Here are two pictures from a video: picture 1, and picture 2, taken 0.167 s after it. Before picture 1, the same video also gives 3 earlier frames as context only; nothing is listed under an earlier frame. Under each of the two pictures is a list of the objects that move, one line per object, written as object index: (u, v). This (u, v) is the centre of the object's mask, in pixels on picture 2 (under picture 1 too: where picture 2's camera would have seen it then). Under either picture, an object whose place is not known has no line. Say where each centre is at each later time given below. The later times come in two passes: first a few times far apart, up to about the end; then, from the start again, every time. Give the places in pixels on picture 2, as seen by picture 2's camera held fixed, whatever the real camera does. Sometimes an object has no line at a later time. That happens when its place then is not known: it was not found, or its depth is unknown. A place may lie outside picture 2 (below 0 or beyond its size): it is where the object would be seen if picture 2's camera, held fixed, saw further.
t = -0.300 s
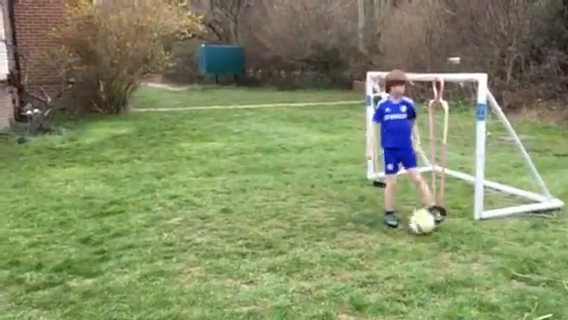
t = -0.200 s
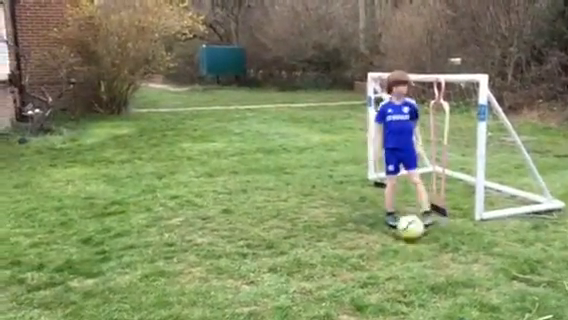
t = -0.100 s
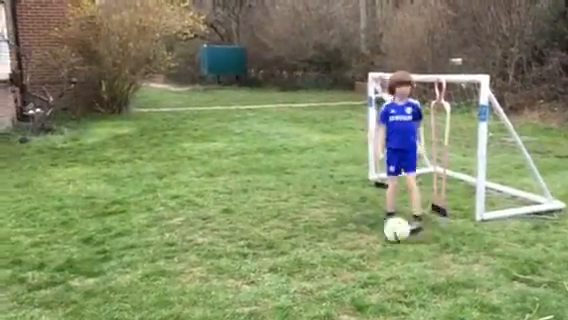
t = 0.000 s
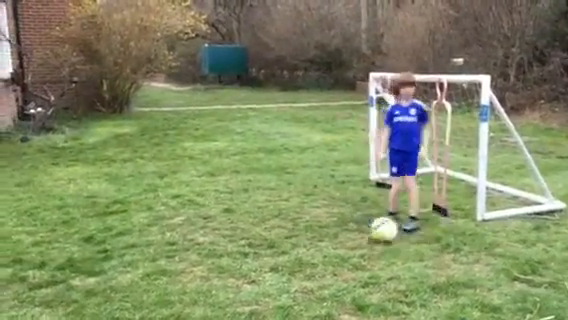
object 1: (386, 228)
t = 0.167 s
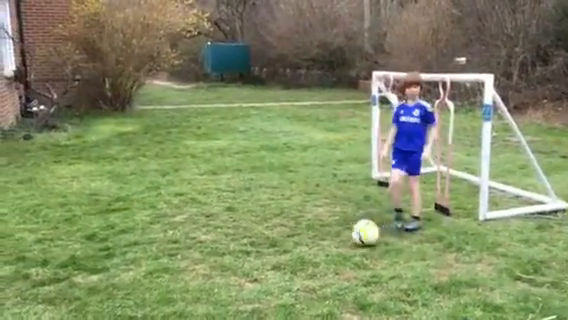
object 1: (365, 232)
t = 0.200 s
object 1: (361, 232)
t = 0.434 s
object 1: (333, 238)
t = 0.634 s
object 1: (311, 241)
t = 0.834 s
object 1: (292, 244)
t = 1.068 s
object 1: (269, 246)
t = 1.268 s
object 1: (255, 246)
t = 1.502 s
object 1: (238, 245)
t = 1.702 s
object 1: (229, 245)
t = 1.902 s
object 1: (223, 245)
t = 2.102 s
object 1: (221, 245)
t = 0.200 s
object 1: (361, 232)
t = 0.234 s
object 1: (358, 232)
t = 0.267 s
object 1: (353, 234)
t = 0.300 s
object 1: (350, 235)
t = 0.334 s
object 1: (346, 236)
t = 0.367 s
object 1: (342, 237)
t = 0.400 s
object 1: (338, 238)
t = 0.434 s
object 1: (333, 238)
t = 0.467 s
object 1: (330, 238)
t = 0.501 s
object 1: (326, 239)
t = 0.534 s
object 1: (322, 240)
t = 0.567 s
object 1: (318, 239)
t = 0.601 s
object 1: (314, 240)
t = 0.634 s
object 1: (311, 241)
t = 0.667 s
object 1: (307, 242)
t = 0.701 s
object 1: (304, 242)
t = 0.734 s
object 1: (301, 242)
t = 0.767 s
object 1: (298, 243)
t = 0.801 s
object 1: (294, 243)
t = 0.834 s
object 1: (292, 244)
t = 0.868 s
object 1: (288, 245)
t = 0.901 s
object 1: (285, 245)
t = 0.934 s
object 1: (282, 245)
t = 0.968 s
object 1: (279, 246)
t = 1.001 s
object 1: (276, 245)
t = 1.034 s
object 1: (272, 246)
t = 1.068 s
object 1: (269, 246)
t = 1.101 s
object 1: (267, 246)
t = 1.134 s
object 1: (264, 246)
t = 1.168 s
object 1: (261, 246)
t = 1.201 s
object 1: (259, 246)
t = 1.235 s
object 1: (257, 246)
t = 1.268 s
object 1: (255, 246)
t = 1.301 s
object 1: (252, 246)
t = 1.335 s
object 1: (249, 245)
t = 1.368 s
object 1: (247, 245)
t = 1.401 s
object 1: (244, 245)
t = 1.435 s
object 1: (242, 245)
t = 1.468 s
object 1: (241, 245)
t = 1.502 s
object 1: (238, 245)
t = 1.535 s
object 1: (237, 245)
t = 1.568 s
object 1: (235, 245)
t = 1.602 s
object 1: (233, 245)
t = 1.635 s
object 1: (232, 245)
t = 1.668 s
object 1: (230, 245)
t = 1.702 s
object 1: (229, 245)
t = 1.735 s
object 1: (228, 245)
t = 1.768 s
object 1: (226, 245)
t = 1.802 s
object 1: (225, 245)
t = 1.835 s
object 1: (224, 245)
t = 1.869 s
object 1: (223, 245)
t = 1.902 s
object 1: (223, 245)
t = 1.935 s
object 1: (222, 245)
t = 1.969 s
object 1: (222, 245)
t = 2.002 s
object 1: (221, 245)
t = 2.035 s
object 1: (221, 245)
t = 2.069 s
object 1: (221, 245)
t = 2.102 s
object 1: (221, 245)
